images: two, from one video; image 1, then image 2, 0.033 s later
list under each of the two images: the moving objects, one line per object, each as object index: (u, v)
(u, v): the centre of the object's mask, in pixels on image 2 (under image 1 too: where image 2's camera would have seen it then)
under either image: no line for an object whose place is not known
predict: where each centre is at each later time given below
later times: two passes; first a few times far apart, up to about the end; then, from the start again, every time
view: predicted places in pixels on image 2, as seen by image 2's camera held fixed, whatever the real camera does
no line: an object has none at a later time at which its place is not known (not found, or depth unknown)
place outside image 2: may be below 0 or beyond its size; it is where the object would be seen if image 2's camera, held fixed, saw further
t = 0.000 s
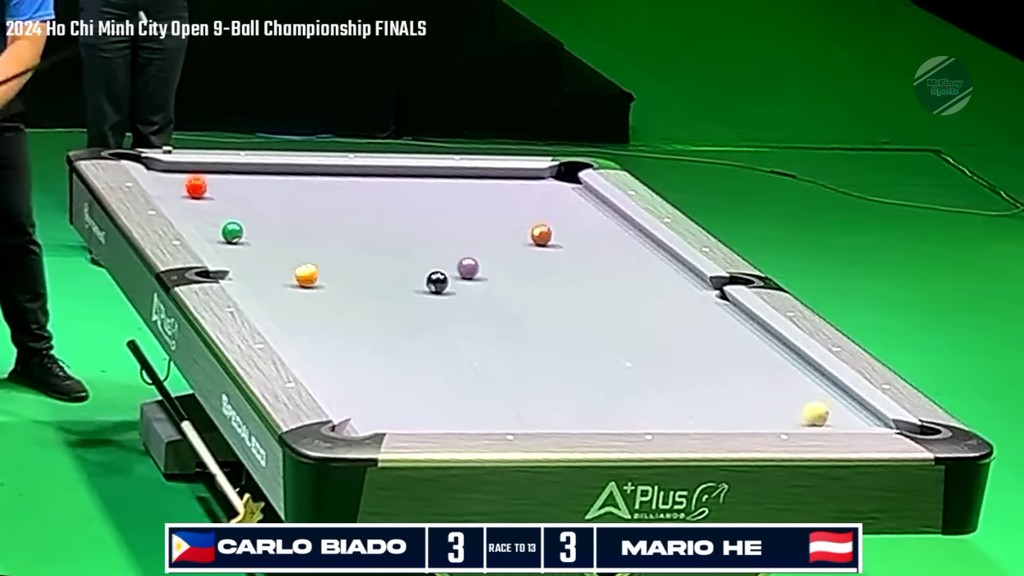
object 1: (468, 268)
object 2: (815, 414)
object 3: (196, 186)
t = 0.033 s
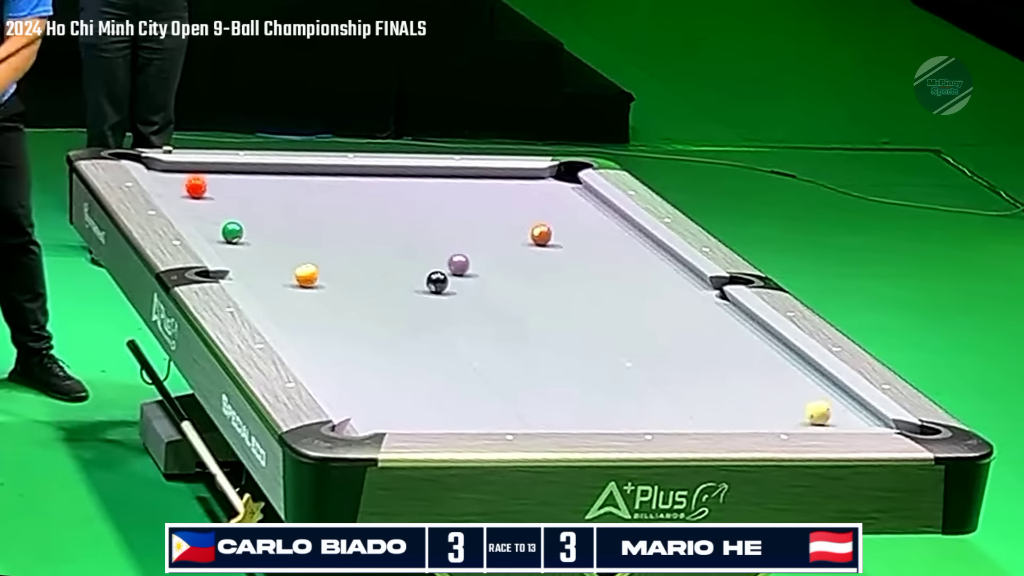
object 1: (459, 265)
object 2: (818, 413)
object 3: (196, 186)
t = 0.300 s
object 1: (386, 238)
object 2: (834, 400)
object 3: (196, 186)
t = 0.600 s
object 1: (310, 211)
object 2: (825, 387)
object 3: (196, 186)
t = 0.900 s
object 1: (239, 185)
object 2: (796, 377)
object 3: (196, 186)
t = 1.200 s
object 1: (178, 170)
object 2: (769, 367)
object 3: (195, 186)
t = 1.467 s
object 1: (176, 181)
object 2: (748, 359)
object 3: (196, 186)
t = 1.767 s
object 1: (189, 186)
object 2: (726, 352)
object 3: (221, 195)
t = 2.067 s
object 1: (197, 189)
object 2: (707, 345)
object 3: (245, 203)
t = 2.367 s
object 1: (204, 191)
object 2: (689, 338)
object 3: (269, 211)
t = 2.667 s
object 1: (208, 192)
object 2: (674, 333)
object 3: (290, 218)
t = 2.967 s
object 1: (211, 193)
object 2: (659, 329)
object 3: (310, 224)
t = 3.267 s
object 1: (212, 194)
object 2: (647, 325)
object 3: (328, 230)
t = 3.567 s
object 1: (211, 194)
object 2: (639, 321)
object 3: (345, 235)
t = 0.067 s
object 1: (450, 261)
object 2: (820, 411)
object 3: (196, 186)
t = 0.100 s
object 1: (440, 258)
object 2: (822, 409)
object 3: (196, 186)
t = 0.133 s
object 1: (431, 255)
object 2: (824, 407)
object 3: (196, 186)
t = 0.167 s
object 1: (422, 251)
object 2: (825, 406)
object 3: (196, 186)
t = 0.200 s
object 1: (413, 248)
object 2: (828, 404)
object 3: (196, 186)
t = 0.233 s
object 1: (404, 245)
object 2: (830, 403)
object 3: (196, 186)
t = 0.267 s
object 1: (395, 241)
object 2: (832, 402)
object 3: (196, 186)
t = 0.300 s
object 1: (386, 238)
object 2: (834, 400)
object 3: (196, 186)
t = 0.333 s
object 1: (377, 235)
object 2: (836, 398)
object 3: (196, 186)
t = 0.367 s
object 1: (369, 232)
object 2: (838, 397)
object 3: (196, 186)
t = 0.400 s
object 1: (361, 229)
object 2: (840, 395)
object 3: (196, 186)
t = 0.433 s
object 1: (352, 226)
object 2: (842, 394)
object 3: (196, 186)
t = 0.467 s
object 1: (344, 223)
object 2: (839, 392)
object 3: (196, 186)
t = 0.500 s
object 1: (335, 220)
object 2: (835, 391)
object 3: (196, 186)
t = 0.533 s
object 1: (327, 217)
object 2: (832, 390)
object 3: (196, 186)
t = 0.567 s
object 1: (319, 214)
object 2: (829, 389)
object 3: (196, 186)
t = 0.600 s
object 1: (310, 211)
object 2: (825, 387)
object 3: (196, 186)
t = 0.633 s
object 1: (303, 208)
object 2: (822, 386)
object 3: (196, 186)
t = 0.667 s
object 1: (295, 205)
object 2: (818, 385)
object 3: (196, 186)
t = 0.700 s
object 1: (286, 202)
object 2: (815, 384)
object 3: (196, 186)
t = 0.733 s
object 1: (279, 199)
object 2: (812, 383)
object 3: (196, 186)
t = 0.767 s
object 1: (270, 196)
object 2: (808, 381)
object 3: (196, 186)
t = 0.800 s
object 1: (263, 193)
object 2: (805, 380)
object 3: (196, 186)
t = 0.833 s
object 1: (255, 191)
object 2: (802, 379)
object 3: (196, 186)
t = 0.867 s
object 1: (247, 188)
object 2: (799, 378)
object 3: (196, 186)
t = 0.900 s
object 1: (239, 185)
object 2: (796, 377)
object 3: (196, 186)
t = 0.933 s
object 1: (232, 182)
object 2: (793, 375)
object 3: (196, 186)
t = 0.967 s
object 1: (224, 179)
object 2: (790, 375)
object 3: (196, 186)
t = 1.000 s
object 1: (217, 176)
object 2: (787, 373)
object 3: (196, 186)
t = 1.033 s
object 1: (210, 173)
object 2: (784, 372)
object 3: (195, 186)
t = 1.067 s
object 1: (203, 170)
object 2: (781, 371)
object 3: (195, 187)
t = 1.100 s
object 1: (195, 168)
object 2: (778, 370)
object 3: (196, 187)
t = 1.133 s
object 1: (188, 167)
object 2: (775, 369)
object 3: (196, 187)
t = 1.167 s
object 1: (183, 168)
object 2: (772, 368)
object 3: (196, 186)
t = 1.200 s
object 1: (178, 170)
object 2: (769, 367)
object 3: (195, 186)
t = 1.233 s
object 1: (173, 171)
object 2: (767, 366)
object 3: (196, 186)
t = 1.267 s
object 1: (167, 172)
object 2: (764, 365)
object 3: (196, 186)
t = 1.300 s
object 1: (162, 173)
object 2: (761, 364)
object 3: (196, 186)
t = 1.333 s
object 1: (159, 173)
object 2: (758, 363)
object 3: (196, 186)
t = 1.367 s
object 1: (163, 176)
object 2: (756, 362)
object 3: (196, 186)
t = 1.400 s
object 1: (168, 178)
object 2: (753, 361)
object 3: (196, 186)
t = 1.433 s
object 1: (173, 180)
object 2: (751, 360)
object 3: (196, 186)
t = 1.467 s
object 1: (176, 181)
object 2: (748, 359)
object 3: (196, 186)
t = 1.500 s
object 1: (179, 183)
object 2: (746, 359)
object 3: (195, 186)
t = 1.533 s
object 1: (181, 184)
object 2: (743, 358)
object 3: (199, 187)
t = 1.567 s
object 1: (183, 184)
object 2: (741, 357)
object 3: (203, 188)
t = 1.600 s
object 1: (184, 184)
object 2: (738, 356)
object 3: (206, 188)
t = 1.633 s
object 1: (185, 184)
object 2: (736, 355)
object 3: (210, 190)
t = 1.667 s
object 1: (186, 185)
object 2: (733, 354)
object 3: (212, 192)
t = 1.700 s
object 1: (187, 185)
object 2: (731, 353)
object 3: (215, 193)
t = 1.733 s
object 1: (188, 186)
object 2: (729, 353)
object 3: (218, 194)
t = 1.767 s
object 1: (189, 186)
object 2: (726, 352)
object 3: (221, 195)
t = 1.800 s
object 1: (190, 186)
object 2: (724, 351)
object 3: (224, 196)
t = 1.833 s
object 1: (191, 187)
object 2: (722, 350)
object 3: (227, 196)
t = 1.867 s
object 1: (192, 187)
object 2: (719, 349)
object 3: (229, 198)
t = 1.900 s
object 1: (193, 187)
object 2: (717, 349)
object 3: (232, 199)
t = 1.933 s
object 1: (194, 187)
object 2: (715, 348)
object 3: (235, 199)
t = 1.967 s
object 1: (195, 188)
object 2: (713, 347)
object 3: (237, 200)
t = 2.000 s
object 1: (196, 188)
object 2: (711, 346)
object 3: (240, 201)
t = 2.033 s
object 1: (197, 188)
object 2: (709, 346)
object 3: (243, 202)
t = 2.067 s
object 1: (197, 189)
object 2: (707, 345)
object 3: (245, 203)
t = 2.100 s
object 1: (199, 188)
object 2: (705, 344)
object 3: (248, 203)
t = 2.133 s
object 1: (199, 189)
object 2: (703, 343)
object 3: (251, 205)
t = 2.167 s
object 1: (200, 189)
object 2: (700, 343)
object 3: (253, 206)
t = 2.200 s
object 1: (201, 190)
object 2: (699, 342)
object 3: (256, 207)
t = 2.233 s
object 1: (202, 190)
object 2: (697, 341)
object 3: (259, 208)
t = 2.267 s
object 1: (202, 190)
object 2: (694, 341)
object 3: (261, 209)
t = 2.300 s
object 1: (203, 190)
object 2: (692, 340)
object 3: (264, 209)
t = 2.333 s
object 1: (203, 190)
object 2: (691, 339)
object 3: (266, 210)
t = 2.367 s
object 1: (204, 191)
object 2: (689, 338)
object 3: (269, 211)
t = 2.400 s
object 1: (205, 191)
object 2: (687, 338)
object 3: (271, 211)
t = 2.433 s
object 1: (205, 191)
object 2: (685, 337)
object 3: (273, 213)
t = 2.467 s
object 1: (206, 191)
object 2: (684, 337)
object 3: (276, 213)
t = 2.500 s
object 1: (206, 191)
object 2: (682, 336)
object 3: (278, 214)
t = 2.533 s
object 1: (206, 192)
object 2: (680, 335)
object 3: (281, 214)
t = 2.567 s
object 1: (207, 192)
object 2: (679, 335)
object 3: (283, 216)
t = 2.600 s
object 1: (208, 192)
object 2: (676, 334)
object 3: (285, 217)
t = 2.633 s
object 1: (208, 192)
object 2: (675, 334)
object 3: (288, 217)
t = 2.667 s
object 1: (208, 192)
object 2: (674, 333)
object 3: (290, 218)
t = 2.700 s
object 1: (208, 192)
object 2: (672, 333)
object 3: (292, 218)
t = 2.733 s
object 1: (209, 192)
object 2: (670, 332)
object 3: (294, 219)
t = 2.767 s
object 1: (209, 193)
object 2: (669, 332)
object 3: (297, 220)
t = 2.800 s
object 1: (210, 193)
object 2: (667, 331)
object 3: (299, 221)
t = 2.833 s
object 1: (210, 193)
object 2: (666, 330)
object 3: (301, 221)
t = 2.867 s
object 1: (210, 193)
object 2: (664, 330)
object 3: (304, 223)
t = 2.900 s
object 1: (210, 193)
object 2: (662, 329)
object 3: (306, 223)
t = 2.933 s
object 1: (211, 193)
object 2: (661, 329)
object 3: (308, 223)
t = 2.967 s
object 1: (211, 193)
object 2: (659, 329)
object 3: (310, 224)
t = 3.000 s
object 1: (211, 193)
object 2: (658, 328)
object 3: (312, 224)
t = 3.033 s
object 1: (211, 193)
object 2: (657, 327)
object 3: (314, 225)
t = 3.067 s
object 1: (211, 193)
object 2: (655, 327)
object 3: (316, 226)
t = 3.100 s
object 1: (212, 193)
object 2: (654, 327)
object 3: (318, 227)
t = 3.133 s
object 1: (212, 194)
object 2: (653, 326)
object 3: (320, 227)
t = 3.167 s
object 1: (212, 194)
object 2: (651, 326)
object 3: (322, 228)
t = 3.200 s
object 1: (212, 194)
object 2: (650, 325)
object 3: (324, 229)
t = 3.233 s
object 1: (212, 194)
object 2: (649, 325)
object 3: (326, 230)
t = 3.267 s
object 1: (212, 194)
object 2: (647, 325)
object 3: (328, 230)
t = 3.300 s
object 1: (212, 194)
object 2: (647, 324)
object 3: (330, 231)
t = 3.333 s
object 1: (212, 194)
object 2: (646, 324)
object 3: (332, 232)
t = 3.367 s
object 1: (212, 194)
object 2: (645, 323)
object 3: (333, 232)
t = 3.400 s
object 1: (212, 194)
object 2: (643, 323)
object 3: (335, 232)
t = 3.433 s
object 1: (212, 194)
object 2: (643, 323)
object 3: (337, 233)
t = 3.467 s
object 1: (211, 194)
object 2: (641, 322)
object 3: (339, 234)
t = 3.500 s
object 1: (212, 194)
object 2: (641, 322)
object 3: (341, 234)
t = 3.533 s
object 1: (211, 194)
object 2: (640, 322)
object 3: (343, 235)
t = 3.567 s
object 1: (211, 194)
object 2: (639, 321)
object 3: (345, 235)
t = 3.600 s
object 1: (211, 194)
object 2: (638, 321)
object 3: (346, 236)
